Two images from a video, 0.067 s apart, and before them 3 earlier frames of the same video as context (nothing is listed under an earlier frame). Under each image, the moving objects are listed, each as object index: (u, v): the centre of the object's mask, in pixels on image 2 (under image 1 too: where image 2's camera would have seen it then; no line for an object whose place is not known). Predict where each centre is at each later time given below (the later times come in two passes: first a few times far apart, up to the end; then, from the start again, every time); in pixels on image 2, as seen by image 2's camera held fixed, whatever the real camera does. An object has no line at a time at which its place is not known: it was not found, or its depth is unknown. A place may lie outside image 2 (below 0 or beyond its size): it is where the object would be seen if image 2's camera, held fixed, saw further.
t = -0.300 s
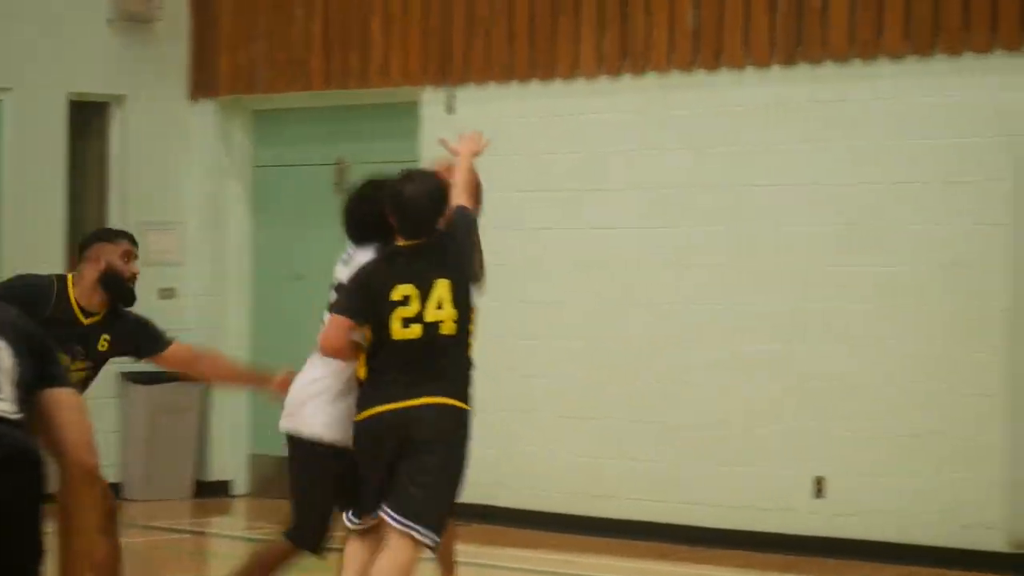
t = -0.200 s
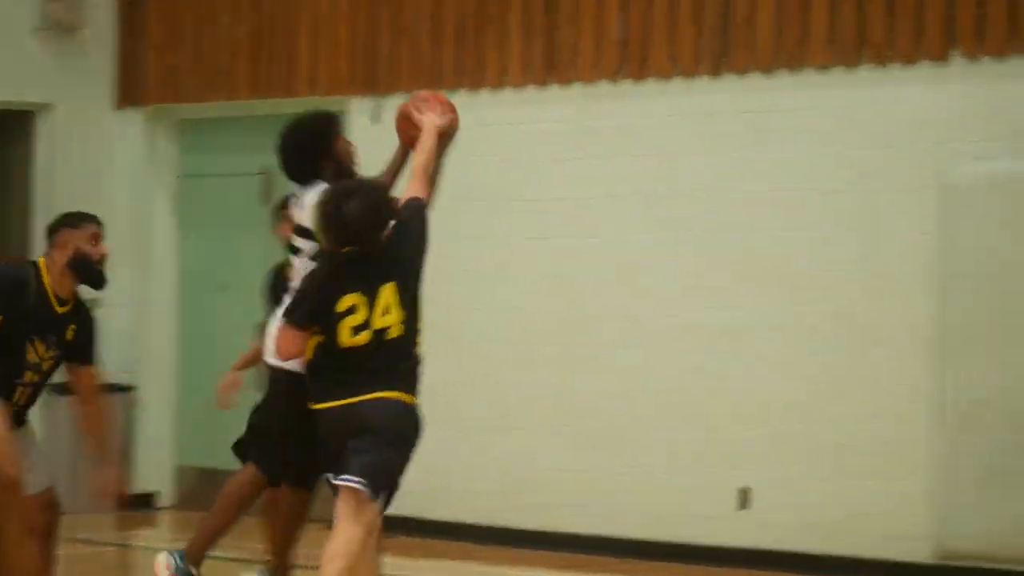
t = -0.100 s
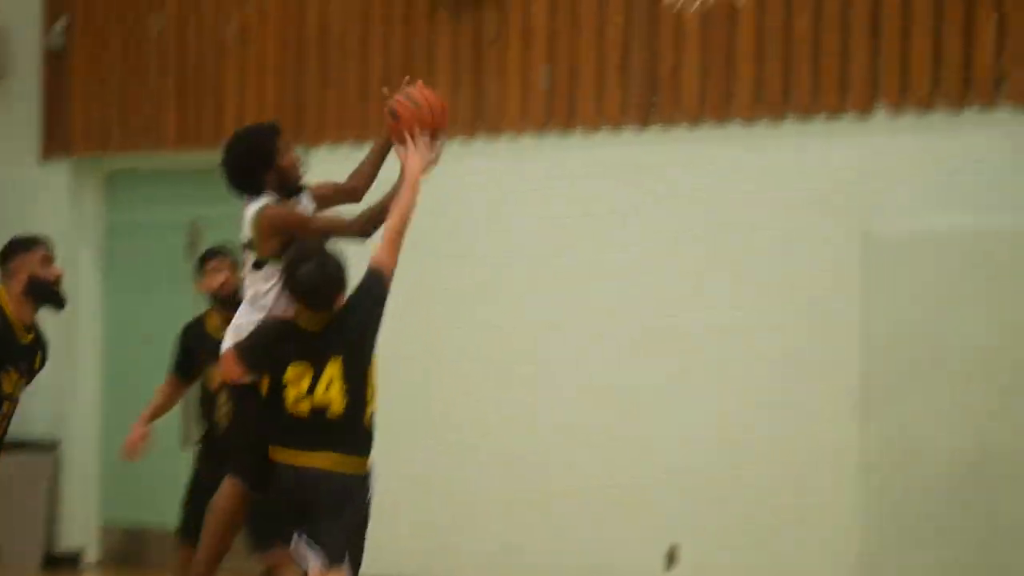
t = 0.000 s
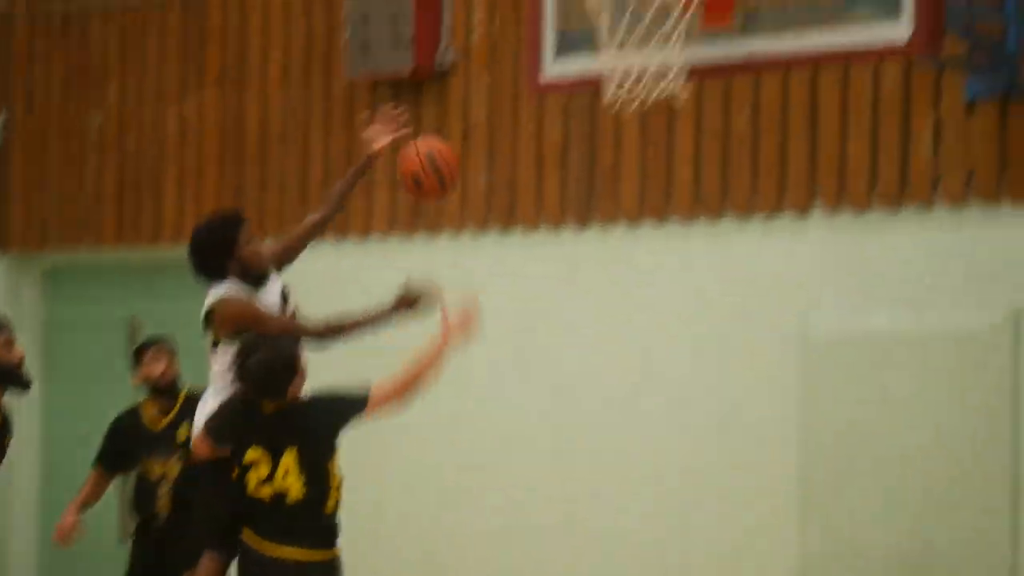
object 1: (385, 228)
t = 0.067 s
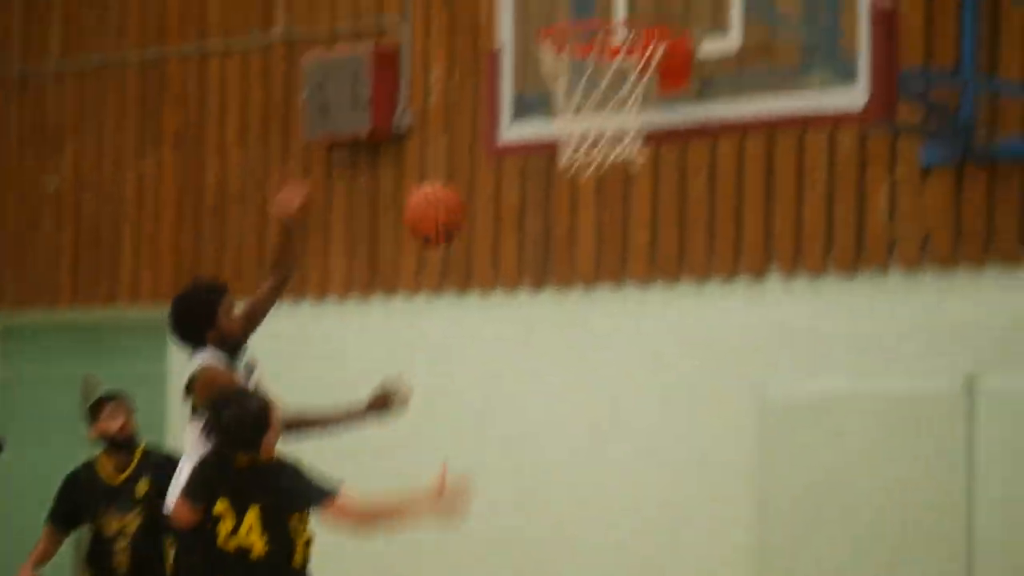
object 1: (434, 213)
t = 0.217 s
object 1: (545, 223)
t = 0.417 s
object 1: (690, 317)
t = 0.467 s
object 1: (724, 355)
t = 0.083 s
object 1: (448, 212)
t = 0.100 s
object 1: (459, 210)
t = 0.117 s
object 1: (471, 210)
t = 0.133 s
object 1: (482, 211)
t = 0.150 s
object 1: (494, 211)
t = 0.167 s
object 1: (507, 213)
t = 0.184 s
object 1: (520, 215)
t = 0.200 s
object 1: (532, 219)
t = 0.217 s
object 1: (545, 223)
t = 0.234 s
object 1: (557, 227)
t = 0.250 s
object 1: (569, 233)
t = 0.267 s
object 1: (582, 239)
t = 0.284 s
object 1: (595, 248)
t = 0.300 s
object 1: (606, 255)
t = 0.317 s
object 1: (619, 263)
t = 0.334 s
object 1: (629, 272)
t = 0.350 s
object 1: (643, 282)
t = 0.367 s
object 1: (655, 291)
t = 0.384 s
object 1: (668, 301)
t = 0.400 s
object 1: (679, 307)
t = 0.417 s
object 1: (690, 317)
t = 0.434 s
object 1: (702, 330)
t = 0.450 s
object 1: (713, 341)
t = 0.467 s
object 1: (724, 355)
